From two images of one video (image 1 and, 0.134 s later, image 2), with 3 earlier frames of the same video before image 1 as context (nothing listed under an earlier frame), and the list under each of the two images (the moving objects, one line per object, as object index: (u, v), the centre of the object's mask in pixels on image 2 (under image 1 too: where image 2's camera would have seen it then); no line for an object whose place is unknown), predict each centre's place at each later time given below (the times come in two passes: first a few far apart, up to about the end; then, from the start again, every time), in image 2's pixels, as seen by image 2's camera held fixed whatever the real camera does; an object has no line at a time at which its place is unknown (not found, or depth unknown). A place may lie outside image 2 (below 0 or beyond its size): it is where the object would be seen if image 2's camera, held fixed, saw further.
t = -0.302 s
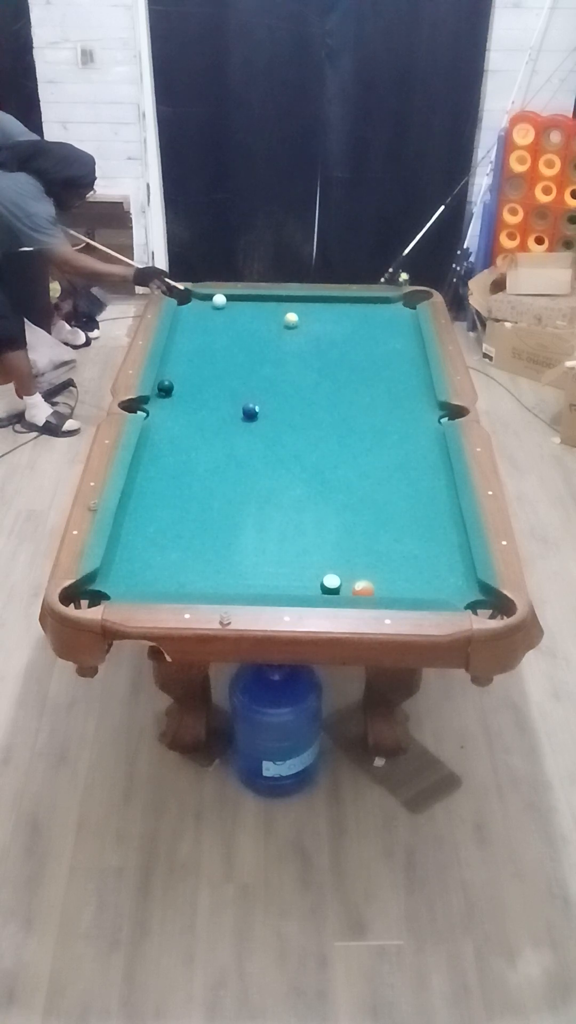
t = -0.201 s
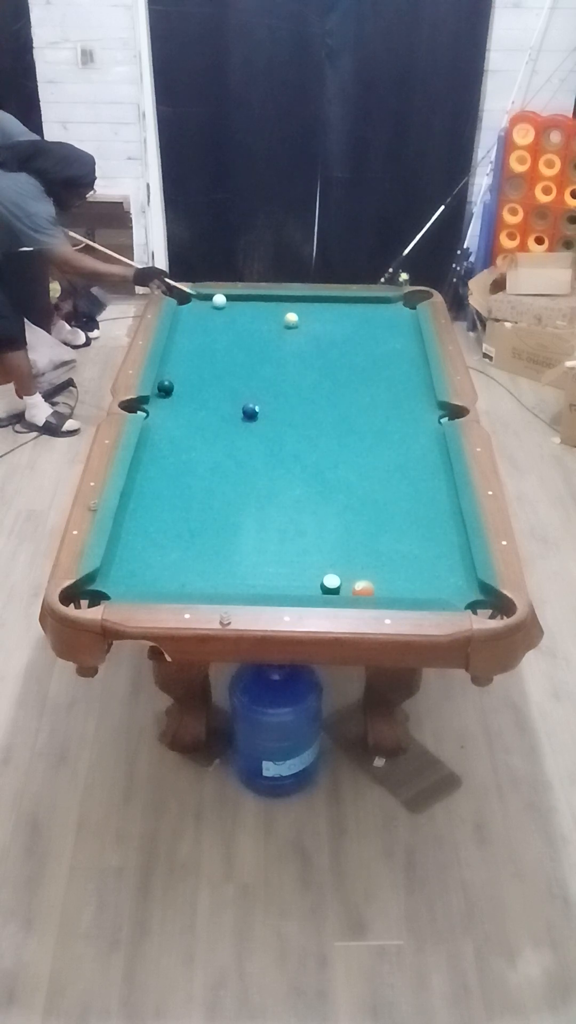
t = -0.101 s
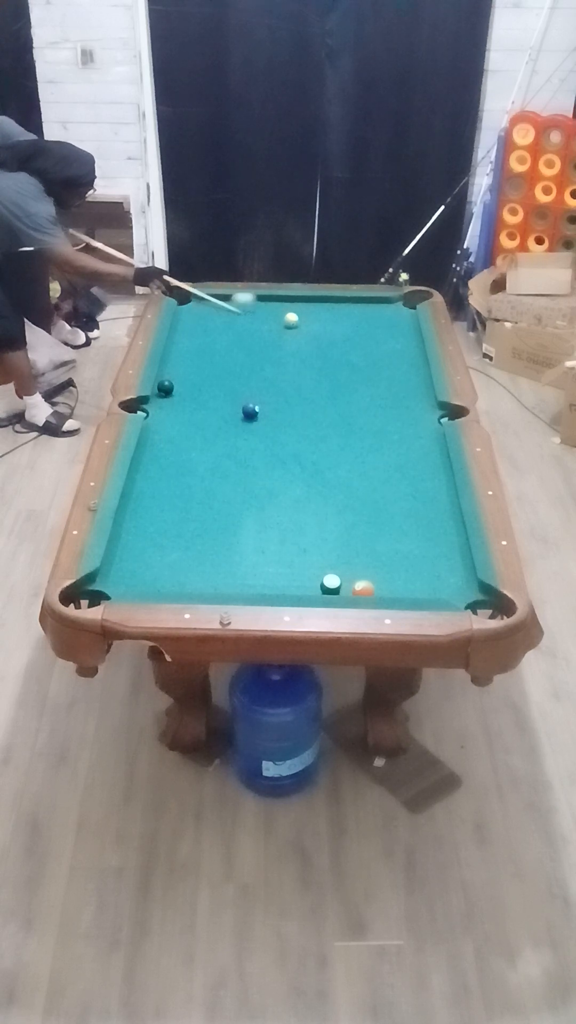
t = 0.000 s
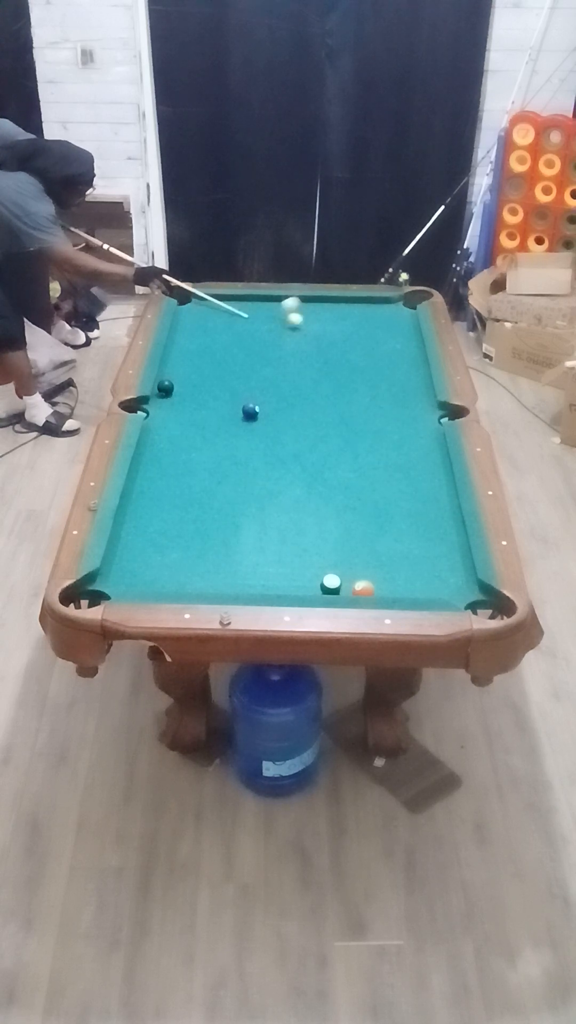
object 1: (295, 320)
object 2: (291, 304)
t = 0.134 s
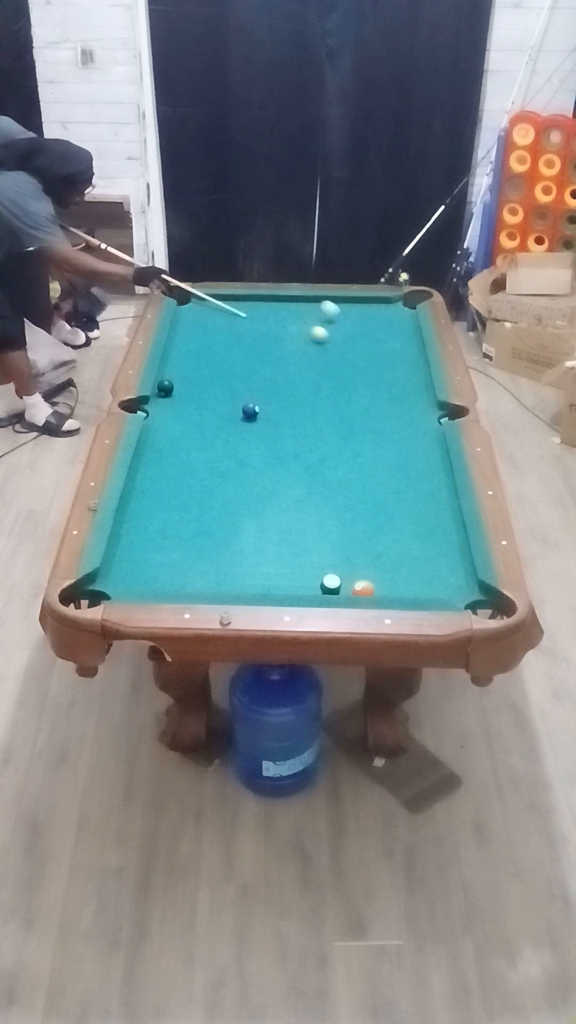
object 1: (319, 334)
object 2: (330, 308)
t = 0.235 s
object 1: (338, 344)
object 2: (353, 312)
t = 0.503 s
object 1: (391, 371)
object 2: (404, 314)
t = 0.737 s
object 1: (423, 396)
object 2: (394, 312)
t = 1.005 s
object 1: (407, 419)
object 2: (373, 311)
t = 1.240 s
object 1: (392, 440)
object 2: (357, 311)
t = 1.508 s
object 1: (374, 465)
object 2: (340, 310)
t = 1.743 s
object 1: (357, 488)
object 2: (327, 310)
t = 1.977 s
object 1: (340, 511)
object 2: (314, 309)
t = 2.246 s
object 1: (320, 537)
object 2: (301, 309)
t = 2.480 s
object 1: (301, 562)
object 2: (291, 309)
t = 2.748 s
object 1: (281, 586)
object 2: (281, 310)
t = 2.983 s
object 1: (271, 583)
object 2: (273, 310)
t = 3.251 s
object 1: (262, 577)
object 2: (266, 311)
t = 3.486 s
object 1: (256, 573)
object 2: (261, 311)
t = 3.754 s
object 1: (251, 569)
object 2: (256, 312)
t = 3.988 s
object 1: (249, 567)
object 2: (254, 312)
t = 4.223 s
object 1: (248, 566)
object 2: (253, 313)
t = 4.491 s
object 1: (248, 566)
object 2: (253, 313)
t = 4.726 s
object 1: (248, 566)
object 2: (253, 313)
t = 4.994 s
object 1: (248, 567)
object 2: (253, 313)
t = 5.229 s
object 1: (248, 567)
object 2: (253, 313)
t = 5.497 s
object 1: (248, 567)
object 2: (253, 313)
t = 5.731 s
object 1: (248, 567)
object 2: (253, 313)
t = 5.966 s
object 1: (248, 567)
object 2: (253, 313)
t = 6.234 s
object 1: (248, 567)
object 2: (253, 313)
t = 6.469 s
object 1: (248, 567)
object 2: (253, 313)
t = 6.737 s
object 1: (248, 567)
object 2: (253, 313)
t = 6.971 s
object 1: (248, 567)
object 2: (253, 313)
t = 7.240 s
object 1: (248, 567)
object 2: (253, 313)
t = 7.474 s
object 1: (248, 567)
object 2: (253, 313)
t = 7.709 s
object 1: (248, 567)
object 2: (253, 313)
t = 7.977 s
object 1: (248, 567)
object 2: (253, 313)
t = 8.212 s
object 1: (248, 567)
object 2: (253, 313)
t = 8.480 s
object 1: (248, 567)
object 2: (253, 313)
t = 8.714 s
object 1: (248, 567)
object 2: (253, 313)
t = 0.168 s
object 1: (325, 337)
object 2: (339, 314)
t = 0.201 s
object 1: (332, 340)
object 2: (346, 312)
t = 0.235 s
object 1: (338, 344)
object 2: (353, 312)
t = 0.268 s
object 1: (344, 347)
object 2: (360, 314)
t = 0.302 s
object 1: (351, 351)
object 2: (366, 314)
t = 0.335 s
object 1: (357, 354)
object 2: (372, 314)
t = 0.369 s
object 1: (364, 357)
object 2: (379, 314)
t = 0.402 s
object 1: (371, 361)
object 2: (385, 314)
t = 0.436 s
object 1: (377, 364)
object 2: (392, 314)
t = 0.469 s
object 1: (384, 368)
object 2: (398, 313)
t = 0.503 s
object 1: (391, 371)
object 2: (404, 314)
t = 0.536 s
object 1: (397, 375)
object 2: (409, 313)
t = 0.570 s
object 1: (405, 379)
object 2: (408, 313)
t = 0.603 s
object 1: (411, 382)
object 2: (405, 313)
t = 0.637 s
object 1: (419, 386)
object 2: (402, 313)
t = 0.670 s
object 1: (425, 390)
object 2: (399, 313)
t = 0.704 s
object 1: (425, 393)
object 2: (396, 313)
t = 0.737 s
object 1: (423, 396)
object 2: (394, 312)
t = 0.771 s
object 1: (421, 399)
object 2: (391, 312)
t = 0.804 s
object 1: (419, 402)
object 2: (389, 312)
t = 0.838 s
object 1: (417, 404)
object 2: (386, 312)
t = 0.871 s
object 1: (415, 408)
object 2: (383, 312)
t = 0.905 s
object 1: (413, 411)
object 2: (381, 312)
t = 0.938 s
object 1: (411, 414)
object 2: (379, 312)
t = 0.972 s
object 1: (409, 416)
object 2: (376, 312)
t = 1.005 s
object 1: (407, 419)
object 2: (373, 311)
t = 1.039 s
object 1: (405, 422)
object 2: (371, 311)
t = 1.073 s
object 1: (402, 425)
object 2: (369, 311)
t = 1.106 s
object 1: (400, 428)
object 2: (366, 311)
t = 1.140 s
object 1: (398, 431)
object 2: (364, 311)
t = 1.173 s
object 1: (396, 434)
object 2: (362, 311)
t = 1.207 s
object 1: (394, 437)
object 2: (359, 311)
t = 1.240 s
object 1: (392, 440)
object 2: (357, 311)
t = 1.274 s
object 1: (389, 443)
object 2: (355, 311)
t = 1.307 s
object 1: (387, 446)
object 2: (353, 310)
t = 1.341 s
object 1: (385, 449)
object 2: (350, 310)
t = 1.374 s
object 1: (383, 452)
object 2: (348, 310)
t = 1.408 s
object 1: (381, 456)
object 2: (346, 310)
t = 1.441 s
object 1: (378, 459)
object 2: (344, 310)
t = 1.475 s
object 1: (376, 462)
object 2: (342, 310)
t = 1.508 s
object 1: (374, 465)
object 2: (340, 310)
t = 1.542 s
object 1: (371, 468)
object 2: (338, 310)
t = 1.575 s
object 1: (369, 472)
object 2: (336, 310)
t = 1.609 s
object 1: (367, 474)
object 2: (334, 310)
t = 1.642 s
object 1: (364, 477)
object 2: (332, 310)
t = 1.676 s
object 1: (362, 481)
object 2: (330, 310)
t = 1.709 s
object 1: (359, 484)
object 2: (328, 310)
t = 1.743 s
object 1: (357, 488)
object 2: (327, 310)
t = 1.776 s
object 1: (354, 491)
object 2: (325, 310)
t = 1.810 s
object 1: (352, 494)
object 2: (323, 309)
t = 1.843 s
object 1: (350, 497)
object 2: (321, 309)
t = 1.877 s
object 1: (347, 501)
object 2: (319, 309)
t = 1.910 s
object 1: (345, 504)
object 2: (317, 309)
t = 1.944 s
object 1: (342, 507)
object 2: (316, 309)
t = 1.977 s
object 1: (340, 511)
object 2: (314, 309)
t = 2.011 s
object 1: (337, 514)
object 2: (312, 309)
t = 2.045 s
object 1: (335, 517)
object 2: (311, 309)
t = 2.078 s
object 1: (332, 521)
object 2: (309, 309)
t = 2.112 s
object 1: (330, 524)
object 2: (308, 309)
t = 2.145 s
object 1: (327, 527)
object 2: (306, 309)
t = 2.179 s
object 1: (325, 530)
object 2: (304, 309)
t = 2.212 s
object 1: (322, 534)
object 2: (303, 309)
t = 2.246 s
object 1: (320, 537)
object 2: (301, 309)
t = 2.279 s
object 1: (317, 540)
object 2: (300, 309)
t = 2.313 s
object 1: (314, 544)
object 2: (298, 309)
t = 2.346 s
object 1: (312, 547)
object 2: (297, 310)
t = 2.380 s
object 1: (309, 551)
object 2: (295, 309)
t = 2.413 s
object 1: (307, 554)
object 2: (294, 310)
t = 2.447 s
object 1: (304, 558)
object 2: (292, 309)
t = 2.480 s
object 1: (301, 562)
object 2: (291, 309)
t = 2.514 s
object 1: (299, 565)
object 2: (290, 310)
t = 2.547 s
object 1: (296, 569)
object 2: (288, 310)
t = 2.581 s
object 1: (294, 572)
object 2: (287, 310)
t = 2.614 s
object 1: (291, 575)
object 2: (286, 310)
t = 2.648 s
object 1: (288, 579)
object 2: (284, 310)
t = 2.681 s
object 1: (285, 582)
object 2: (283, 310)
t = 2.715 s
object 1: (283, 584)
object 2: (282, 310)
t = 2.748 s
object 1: (281, 586)
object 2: (281, 310)
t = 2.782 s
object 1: (279, 585)
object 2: (280, 310)
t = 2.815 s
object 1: (277, 585)
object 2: (279, 310)
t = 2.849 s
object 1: (276, 584)
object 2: (277, 310)
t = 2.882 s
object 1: (275, 583)
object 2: (276, 310)
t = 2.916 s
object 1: (273, 583)
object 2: (275, 310)
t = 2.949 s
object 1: (272, 583)
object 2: (274, 310)
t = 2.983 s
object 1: (271, 583)
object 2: (273, 310)
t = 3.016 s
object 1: (269, 582)
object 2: (272, 310)
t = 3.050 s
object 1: (268, 581)
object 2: (271, 310)
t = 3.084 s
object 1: (267, 580)
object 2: (270, 310)
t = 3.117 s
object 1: (266, 579)
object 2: (269, 310)
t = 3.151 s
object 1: (265, 578)
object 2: (268, 311)
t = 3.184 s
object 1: (264, 577)
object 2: (267, 311)
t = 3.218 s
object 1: (263, 577)
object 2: (266, 311)
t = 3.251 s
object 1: (262, 577)
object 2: (266, 311)
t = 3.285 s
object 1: (261, 576)
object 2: (265, 311)
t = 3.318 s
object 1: (260, 575)
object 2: (264, 311)
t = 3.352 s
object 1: (259, 575)
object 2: (263, 311)
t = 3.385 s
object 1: (258, 574)
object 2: (263, 311)
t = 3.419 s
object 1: (257, 574)
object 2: (262, 311)
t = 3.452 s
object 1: (257, 573)
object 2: (261, 311)
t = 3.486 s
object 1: (256, 573)
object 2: (261, 311)
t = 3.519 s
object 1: (255, 572)
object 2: (260, 311)
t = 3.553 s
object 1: (255, 572)
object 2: (259, 311)
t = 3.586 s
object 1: (254, 571)
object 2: (259, 312)
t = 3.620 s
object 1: (254, 571)
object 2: (258, 312)
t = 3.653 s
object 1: (253, 570)
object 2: (258, 312)
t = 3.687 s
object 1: (252, 570)
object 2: (257, 312)
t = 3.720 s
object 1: (252, 570)
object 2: (257, 312)
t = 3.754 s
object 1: (251, 569)
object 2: (256, 312)
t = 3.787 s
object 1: (251, 569)
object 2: (256, 312)
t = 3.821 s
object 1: (251, 569)
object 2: (256, 312)
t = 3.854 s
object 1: (250, 568)
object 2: (255, 312)
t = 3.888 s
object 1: (250, 568)
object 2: (255, 312)
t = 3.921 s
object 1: (249, 568)
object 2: (255, 312)
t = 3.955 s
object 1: (249, 567)
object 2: (254, 312)
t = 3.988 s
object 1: (249, 567)
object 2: (254, 312)
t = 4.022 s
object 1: (249, 567)
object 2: (254, 313)
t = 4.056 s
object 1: (249, 567)
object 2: (254, 313)
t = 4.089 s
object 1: (248, 567)
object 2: (253, 313)
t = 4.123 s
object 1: (248, 566)
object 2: (253, 313)
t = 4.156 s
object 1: (248, 566)
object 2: (253, 313)
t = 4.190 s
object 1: (248, 566)
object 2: (253, 313)
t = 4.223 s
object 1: (248, 566)
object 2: (253, 313)
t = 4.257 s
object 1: (248, 566)
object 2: (253, 313)
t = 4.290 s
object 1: (248, 566)
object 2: (253, 313)
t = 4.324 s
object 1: (248, 566)
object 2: (253, 313)
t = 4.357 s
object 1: (248, 566)
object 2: (253, 313)
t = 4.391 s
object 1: (248, 566)
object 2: (253, 313)
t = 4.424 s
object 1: (248, 566)
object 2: (253, 313)
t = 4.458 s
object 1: (248, 566)
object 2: (253, 313)
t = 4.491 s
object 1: (248, 566)
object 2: (253, 313)
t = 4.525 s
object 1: (248, 567)
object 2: (253, 313)
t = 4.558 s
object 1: (248, 567)
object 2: (253, 313)
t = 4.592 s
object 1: (248, 567)
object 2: (253, 313)
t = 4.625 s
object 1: (248, 567)
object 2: (253, 313)
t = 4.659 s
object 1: (248, 566)
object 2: (253, 313)
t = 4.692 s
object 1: (248, 566)
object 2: (253, 313)
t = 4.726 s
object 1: (248, 566)
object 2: (253, 313)
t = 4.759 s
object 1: (248, 567)
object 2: (253, 313)
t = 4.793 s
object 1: (248, 567)
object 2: (253, 313)
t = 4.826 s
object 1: (248, 567)
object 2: (253, 313)
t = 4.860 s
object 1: (248, 567)
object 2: (253, 313)
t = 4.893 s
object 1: (248, 567)
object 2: (253, 313)
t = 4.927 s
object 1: (248, 567)
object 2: (253, 313)
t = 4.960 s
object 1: (248, 567)
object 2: (253, 313)
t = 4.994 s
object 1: (248, 567)
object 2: (253, 313)
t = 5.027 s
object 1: (248, 567)
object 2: (253, 313)
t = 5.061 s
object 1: (248, 567)
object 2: (253, 313)
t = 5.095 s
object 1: (248, 567)
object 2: (253, 313)
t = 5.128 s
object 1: (248, 567)
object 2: (253, 313)
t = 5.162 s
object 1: (248, 567)
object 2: (253, 313)
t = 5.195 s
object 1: (248, 567)
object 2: (253, 313)
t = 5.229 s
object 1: (248, 567)
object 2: (253, 313)
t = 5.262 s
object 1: (248, 567)
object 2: (253, 313)
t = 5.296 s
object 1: (248, 567)
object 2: (253, 313)
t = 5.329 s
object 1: (248, 567)
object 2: (253, 313)
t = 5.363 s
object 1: (248, 567)
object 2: (253, 313)
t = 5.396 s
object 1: (248, 567)
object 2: (253, 313)
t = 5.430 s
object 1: (248, 567)
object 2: (253, 313)
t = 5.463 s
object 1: (248, 567)
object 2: (253, 313)
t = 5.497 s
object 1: (248, 567)
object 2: (253, 313)
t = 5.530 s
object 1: (248, 567)
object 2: (253, 313)
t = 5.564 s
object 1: (248, 567)
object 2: (253, 313)
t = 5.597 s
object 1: (248, 567)
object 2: (253, 313)
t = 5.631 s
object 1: (248, 567)
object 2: (253, 313)
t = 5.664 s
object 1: (248, 567)
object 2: (253, 313)
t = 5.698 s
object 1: (248, 567)
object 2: (253, 313)
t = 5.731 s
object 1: (248, 567)
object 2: (253, 313)
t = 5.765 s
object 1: (248, 567)
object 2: (253, 313)
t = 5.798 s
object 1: (248, 567)
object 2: (253, 313)
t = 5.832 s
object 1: (248, 567)
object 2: (253, 313)
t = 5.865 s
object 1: (248, 567)
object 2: (253, 313)
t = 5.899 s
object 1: (248, 567)
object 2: (253, 313)
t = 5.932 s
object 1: (248, 567)
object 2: (253, 313)
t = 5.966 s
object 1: (248, 567)
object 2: (253, 313)
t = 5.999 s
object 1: (248, 567)
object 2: (253, 313)
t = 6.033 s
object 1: (248, 567)
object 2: (253, 313)
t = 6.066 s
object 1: (248, 567)
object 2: (253, 313)
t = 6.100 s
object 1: (248, 567)
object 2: (253, 313)
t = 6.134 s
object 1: (248, 567)
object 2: (253, 313)
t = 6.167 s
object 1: (248, 567)
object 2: (253, 313)
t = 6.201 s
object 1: (248, 567)
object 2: (253, 313)
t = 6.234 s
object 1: (248, 567)
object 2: (253, 313)
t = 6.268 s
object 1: (248, 567)
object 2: (253, 313)
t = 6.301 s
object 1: (248, 567)
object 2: (253, 313)
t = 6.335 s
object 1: (248, 567)
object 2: (253, 313)
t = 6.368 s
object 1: (248, 567)
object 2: (253, 313)
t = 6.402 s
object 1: (248, 567)
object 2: (253, 313)
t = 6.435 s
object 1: (248, 567)
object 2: (253, 313)
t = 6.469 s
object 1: (248, 567)
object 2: (253, 313)
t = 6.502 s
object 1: (248, 567)
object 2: (253, 313)
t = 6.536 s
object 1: (248, 567)
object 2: (253, 313)
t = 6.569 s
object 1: (248, 567)
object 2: (253, 313)
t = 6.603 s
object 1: (248, 567)
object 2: (253, 313)
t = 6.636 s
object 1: (248, 567)
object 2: (253, 313)
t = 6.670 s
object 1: (248, 567)
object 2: (253, 313)
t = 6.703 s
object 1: (248, 567)
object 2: (253, 313)
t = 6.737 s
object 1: (248, 567)
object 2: (253, 313)
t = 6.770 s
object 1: (248, 567)
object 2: (253, 313)
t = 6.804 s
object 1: (248, 567)
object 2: (253, 313)
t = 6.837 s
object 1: (248, 567)
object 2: (253, 313)
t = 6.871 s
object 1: (248, 567)
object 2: (253, 313)
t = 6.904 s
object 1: (248, 567)
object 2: (253, 313)
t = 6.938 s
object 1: (248, 567)
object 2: (253, 313)
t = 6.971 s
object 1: (248, 567)
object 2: (253, 313)
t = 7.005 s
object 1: (248, 567)
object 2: (253, 313)
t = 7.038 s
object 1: (248, 567)
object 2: (253, 313)
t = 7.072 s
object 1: (248, 567)
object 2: (253, 313)
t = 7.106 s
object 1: (248, 567)
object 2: (253, 313)
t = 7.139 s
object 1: (248, 567)
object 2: (253, 313)
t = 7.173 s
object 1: (248, 567)
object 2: (253, 313)
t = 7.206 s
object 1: (248, 567)
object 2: (253, 313)
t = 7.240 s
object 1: (248, 567)
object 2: (253, 313)
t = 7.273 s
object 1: (248, 567)
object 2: (253, 313)
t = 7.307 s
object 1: (248, 567)
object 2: (253, 313)
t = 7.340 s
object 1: (248, 567)
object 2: (253, 313)
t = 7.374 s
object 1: (248, 567)
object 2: (253, 313)
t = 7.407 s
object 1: (248, 567)
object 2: (253, 313)
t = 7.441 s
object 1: (248, 567)
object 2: (253, 313)
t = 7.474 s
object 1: (248, 567)
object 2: (253, 313)
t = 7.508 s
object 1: (248, 567)
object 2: (253, 313)
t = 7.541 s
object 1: (248, 567)
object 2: (253, 313)
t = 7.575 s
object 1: (248, 567)
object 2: (253, 313)
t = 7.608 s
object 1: (248, 567)
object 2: (253, 313)
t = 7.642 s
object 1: (248, 567)
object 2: (253, 313)
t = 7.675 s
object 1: (248, 567)
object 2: (253, 313)
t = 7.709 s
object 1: (248, 567)
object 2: (253, 313)
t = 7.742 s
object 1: (248, 567)
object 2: (253, 313)
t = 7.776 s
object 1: (248, 567)
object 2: (253, 313)
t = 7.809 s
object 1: (248, 567)
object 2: (253, 313)
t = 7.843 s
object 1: (248, 567)
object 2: (253, 313)
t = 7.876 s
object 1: (248, 567)
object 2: (253, 313)
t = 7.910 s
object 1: (248, 567)
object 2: (253, 313)
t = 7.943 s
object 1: (248, 567)
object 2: (253, 313)
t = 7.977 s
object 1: (248, 567)
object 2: (253, 313)
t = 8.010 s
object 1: (248, 567)
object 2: (253, 313)
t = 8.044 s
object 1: (248, 567)
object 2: (253, 313)
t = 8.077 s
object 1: (248, 567)
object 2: (253, 313)
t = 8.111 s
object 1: (248, 567)
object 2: (253, 313)
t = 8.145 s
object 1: (248, 567)
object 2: (253, 313)
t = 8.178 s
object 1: (248, 567)
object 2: (253, 313)
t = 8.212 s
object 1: (248, 567)
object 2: (253, 313)
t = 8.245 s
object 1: (248, 567)
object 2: (253, 313)
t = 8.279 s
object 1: (248, 567)
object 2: (253, 313)
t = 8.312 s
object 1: (248, 567)
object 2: (253, 313)
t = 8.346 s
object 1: (248, 567)
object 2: (253, 313)
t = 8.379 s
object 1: (248, 567)
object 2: (253, 313)
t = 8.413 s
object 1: (248, 567)
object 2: (253, 313)
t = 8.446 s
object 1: (248, 567)
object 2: (253, 313)
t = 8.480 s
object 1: (248, 567)
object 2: (253, 313)
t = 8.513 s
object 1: (248, 567)
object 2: (253, 313)
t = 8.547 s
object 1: (248, 567)
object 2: (253, 313)
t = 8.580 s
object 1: (248, 567)
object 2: (253, 313)
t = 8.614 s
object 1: (248, 567)
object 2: (253, 313)
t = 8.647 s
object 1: (248, 567)
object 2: (253, 313)
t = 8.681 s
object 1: (248, 567)
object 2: (253, 313)
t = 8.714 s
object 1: (248, 567)
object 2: (253, 313)
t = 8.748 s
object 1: (248, 567)
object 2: (253, 313)
